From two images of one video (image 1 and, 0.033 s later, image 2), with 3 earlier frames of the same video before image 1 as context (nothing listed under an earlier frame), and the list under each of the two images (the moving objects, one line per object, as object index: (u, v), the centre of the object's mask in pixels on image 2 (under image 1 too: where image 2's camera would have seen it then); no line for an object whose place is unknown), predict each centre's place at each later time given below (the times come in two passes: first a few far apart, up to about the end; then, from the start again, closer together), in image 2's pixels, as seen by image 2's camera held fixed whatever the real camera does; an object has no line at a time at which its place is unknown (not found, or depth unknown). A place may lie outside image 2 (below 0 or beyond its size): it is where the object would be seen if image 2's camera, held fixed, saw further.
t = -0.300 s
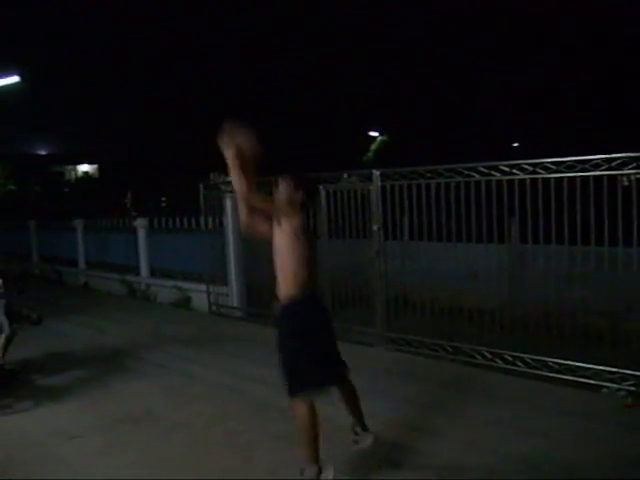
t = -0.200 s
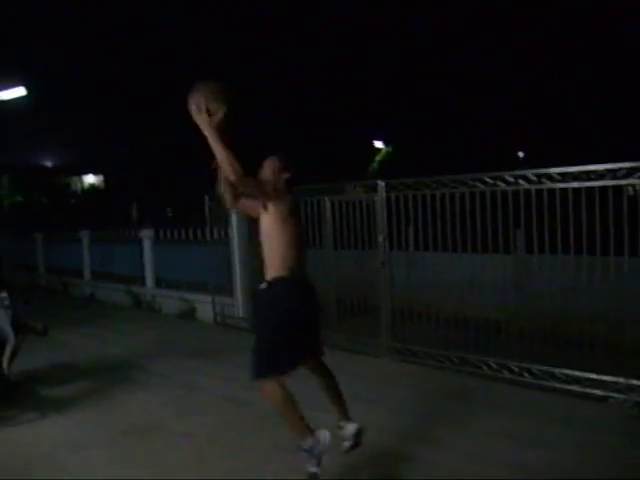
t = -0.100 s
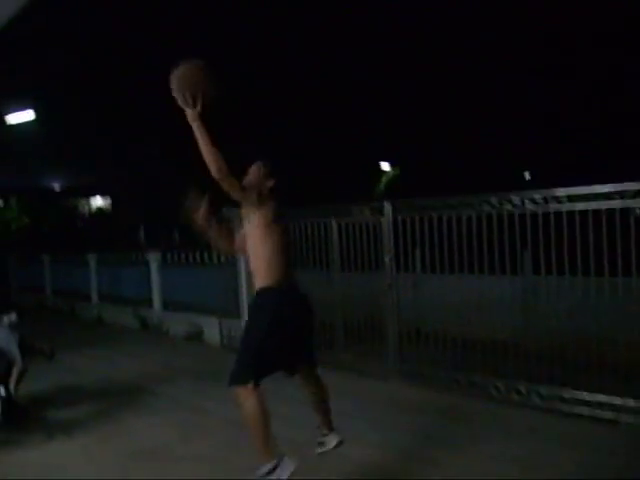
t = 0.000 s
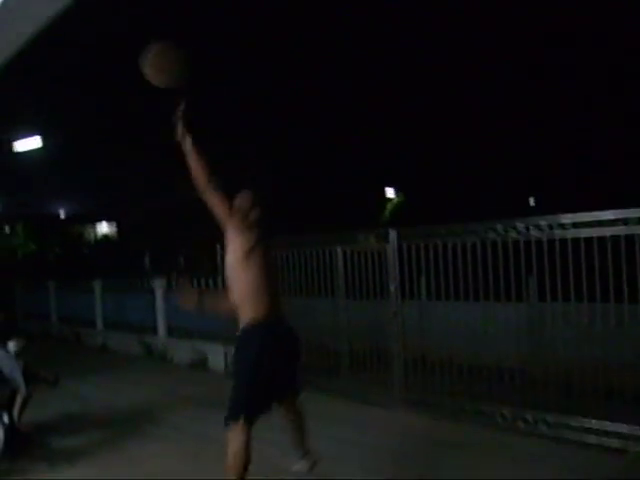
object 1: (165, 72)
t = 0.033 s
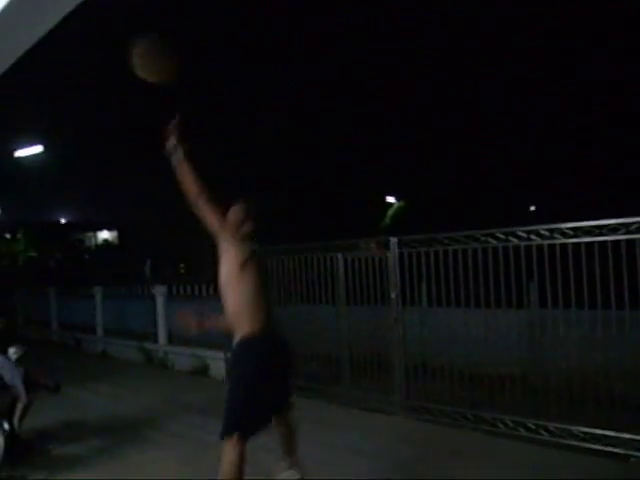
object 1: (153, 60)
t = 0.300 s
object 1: (61, 38)
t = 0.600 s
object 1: (112, 149)
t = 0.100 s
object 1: (128, 41)
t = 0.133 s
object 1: (116, 33)
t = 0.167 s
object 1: (103, 31)
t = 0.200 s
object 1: (91, 32)
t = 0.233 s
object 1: (80, 32)
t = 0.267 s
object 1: (70, 35)
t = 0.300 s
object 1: (61, 38)
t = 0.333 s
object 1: (60, 45)
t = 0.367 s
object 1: (64, 51)
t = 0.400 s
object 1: (71, 58)
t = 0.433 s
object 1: (78, 69)
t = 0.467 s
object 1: (86, 80)
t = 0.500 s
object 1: (92, 94)
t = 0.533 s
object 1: (99, 111)
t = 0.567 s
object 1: (107, 129)
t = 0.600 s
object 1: (112, 149)
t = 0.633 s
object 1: (118, 167)
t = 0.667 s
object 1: (125, 187)
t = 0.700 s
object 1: (132, 210)
